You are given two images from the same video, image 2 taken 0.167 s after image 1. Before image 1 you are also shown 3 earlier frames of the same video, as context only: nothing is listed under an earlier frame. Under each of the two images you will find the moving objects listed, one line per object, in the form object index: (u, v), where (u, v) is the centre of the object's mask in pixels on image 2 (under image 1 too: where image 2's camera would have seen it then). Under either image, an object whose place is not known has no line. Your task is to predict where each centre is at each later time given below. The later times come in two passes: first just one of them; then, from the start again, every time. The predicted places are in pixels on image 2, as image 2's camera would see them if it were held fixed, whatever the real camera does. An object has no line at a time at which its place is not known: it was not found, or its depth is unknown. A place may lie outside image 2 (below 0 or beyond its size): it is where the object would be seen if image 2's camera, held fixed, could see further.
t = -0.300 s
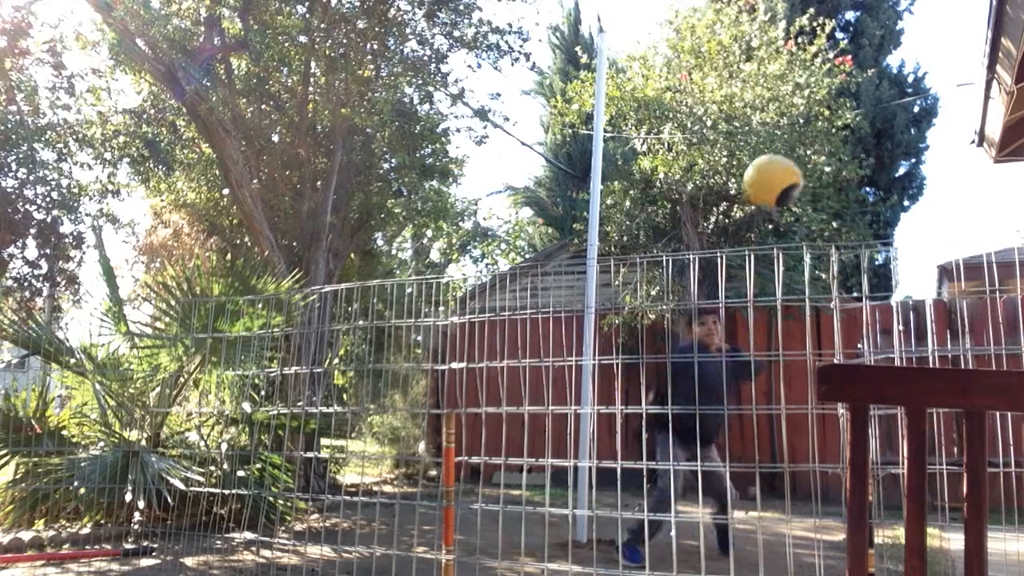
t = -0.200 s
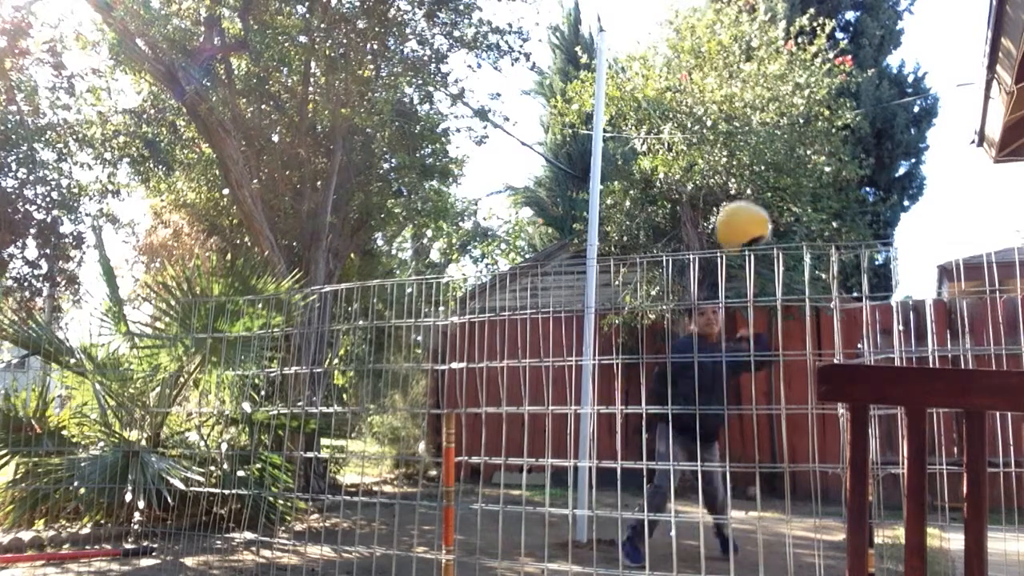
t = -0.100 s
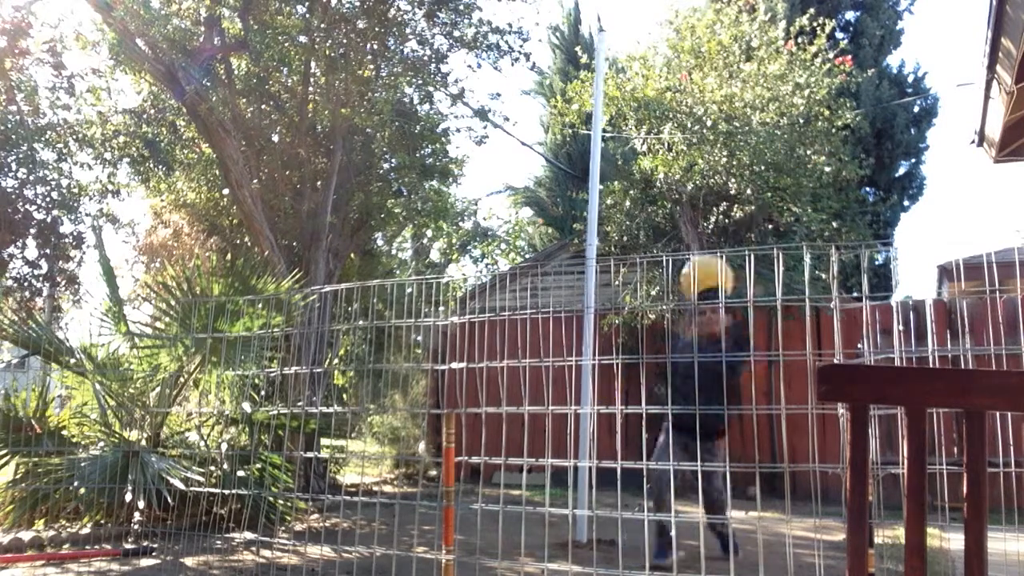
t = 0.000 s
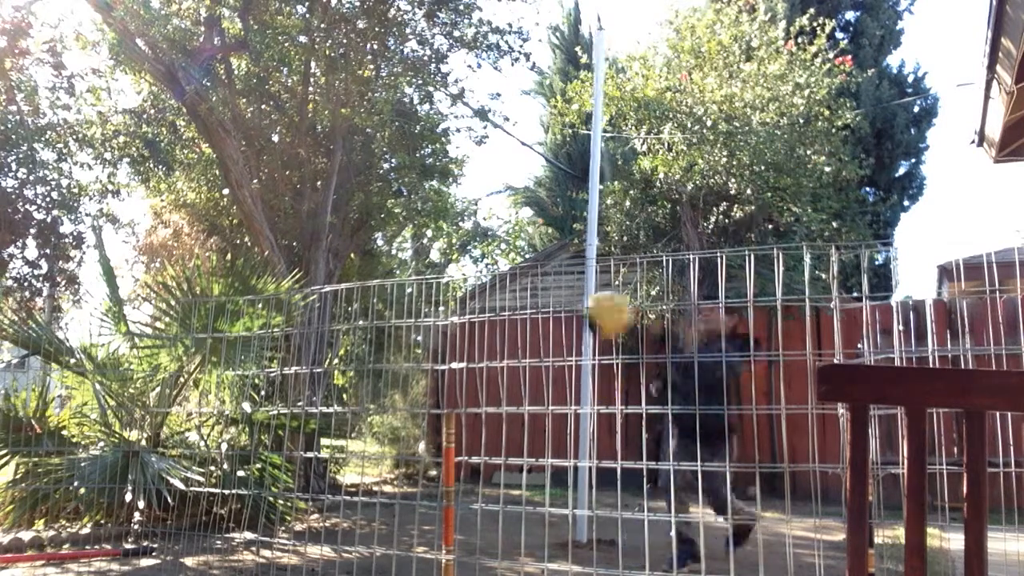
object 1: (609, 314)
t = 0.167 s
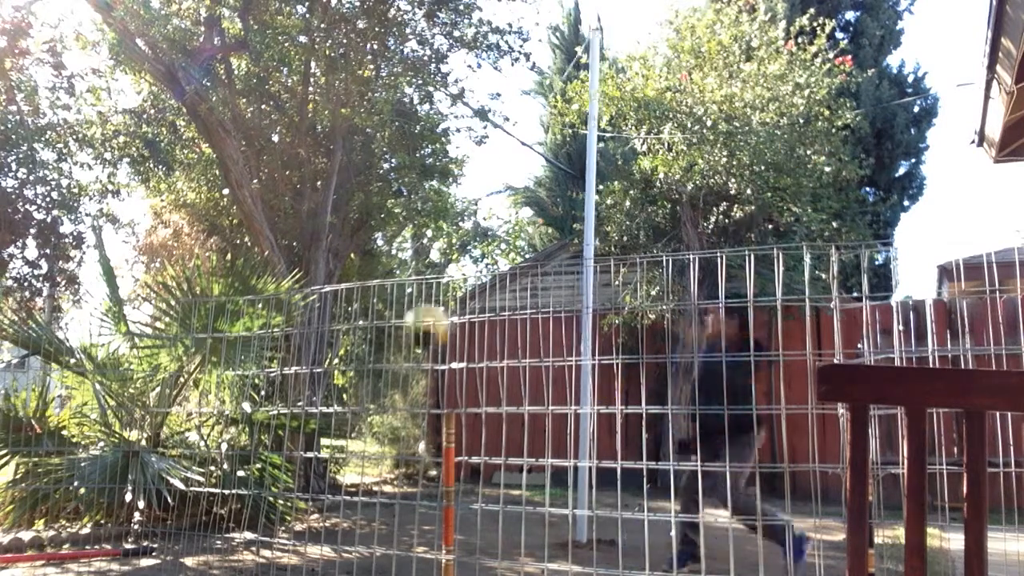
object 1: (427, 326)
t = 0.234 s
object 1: (381, 309)
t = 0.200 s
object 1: (403, 314)
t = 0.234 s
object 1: (381, 309)
